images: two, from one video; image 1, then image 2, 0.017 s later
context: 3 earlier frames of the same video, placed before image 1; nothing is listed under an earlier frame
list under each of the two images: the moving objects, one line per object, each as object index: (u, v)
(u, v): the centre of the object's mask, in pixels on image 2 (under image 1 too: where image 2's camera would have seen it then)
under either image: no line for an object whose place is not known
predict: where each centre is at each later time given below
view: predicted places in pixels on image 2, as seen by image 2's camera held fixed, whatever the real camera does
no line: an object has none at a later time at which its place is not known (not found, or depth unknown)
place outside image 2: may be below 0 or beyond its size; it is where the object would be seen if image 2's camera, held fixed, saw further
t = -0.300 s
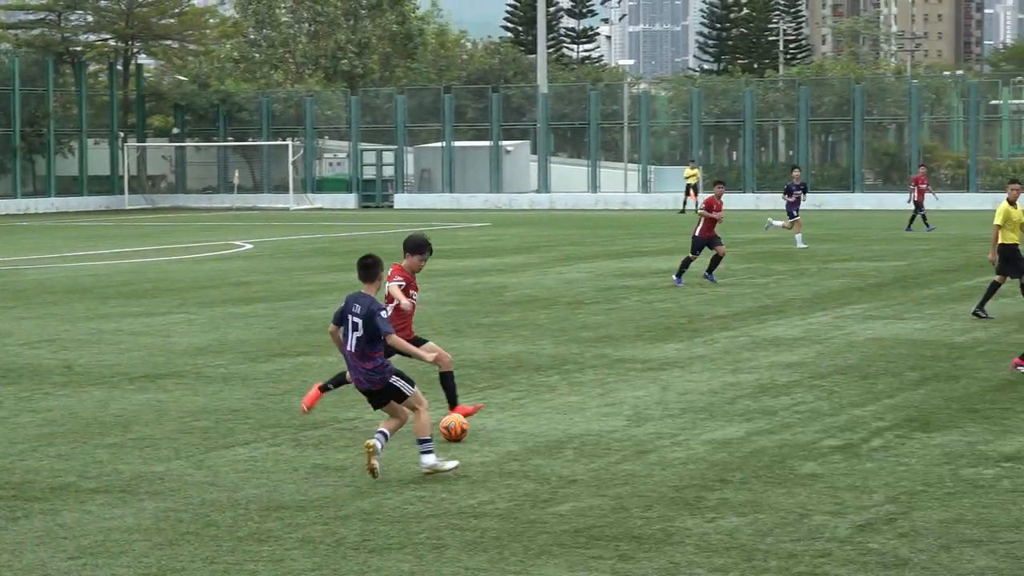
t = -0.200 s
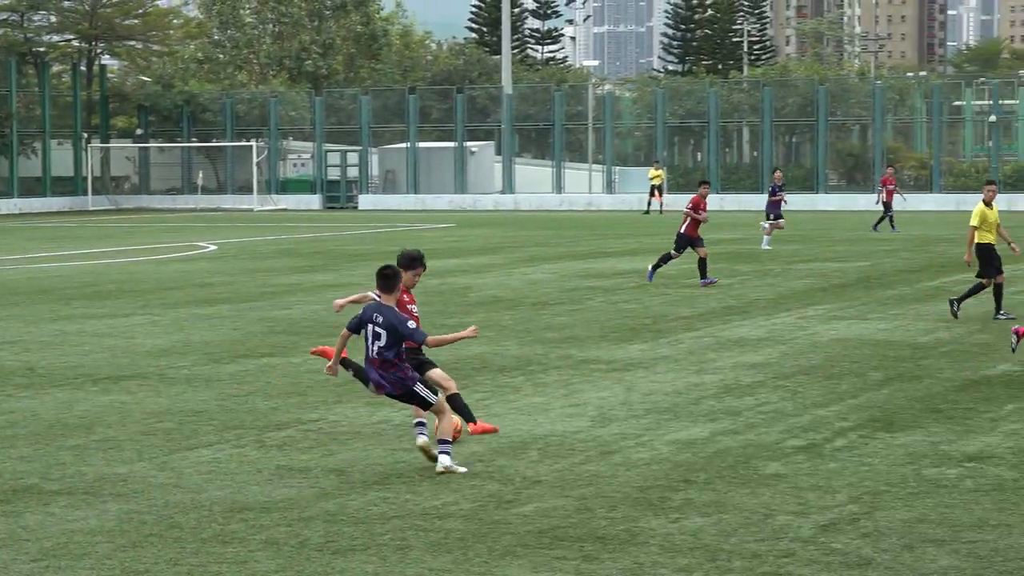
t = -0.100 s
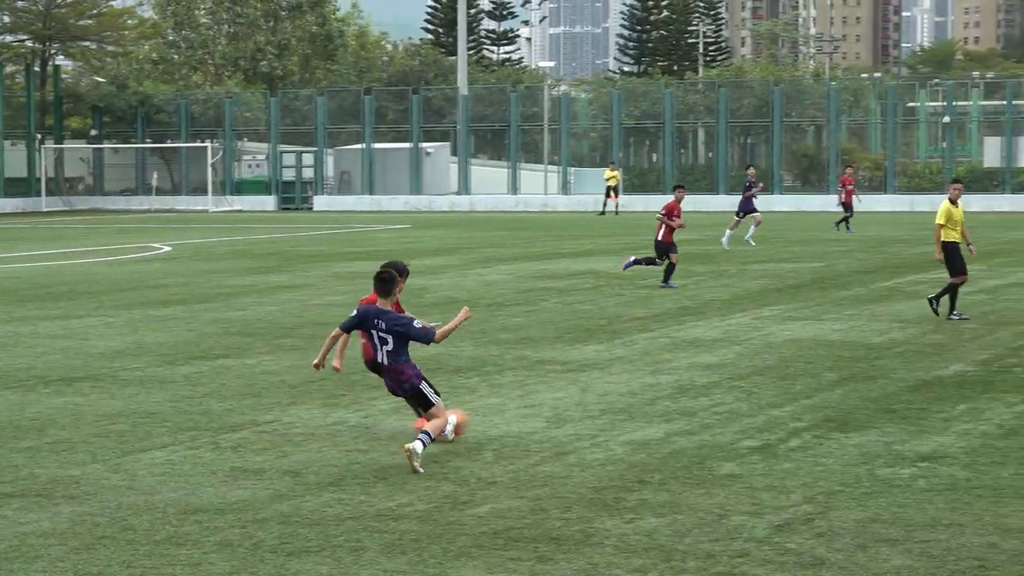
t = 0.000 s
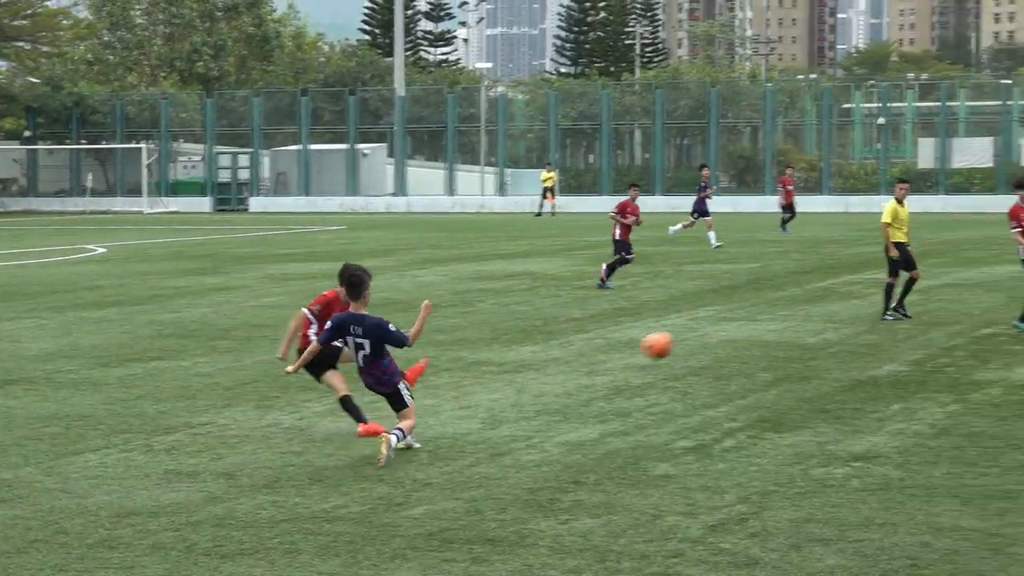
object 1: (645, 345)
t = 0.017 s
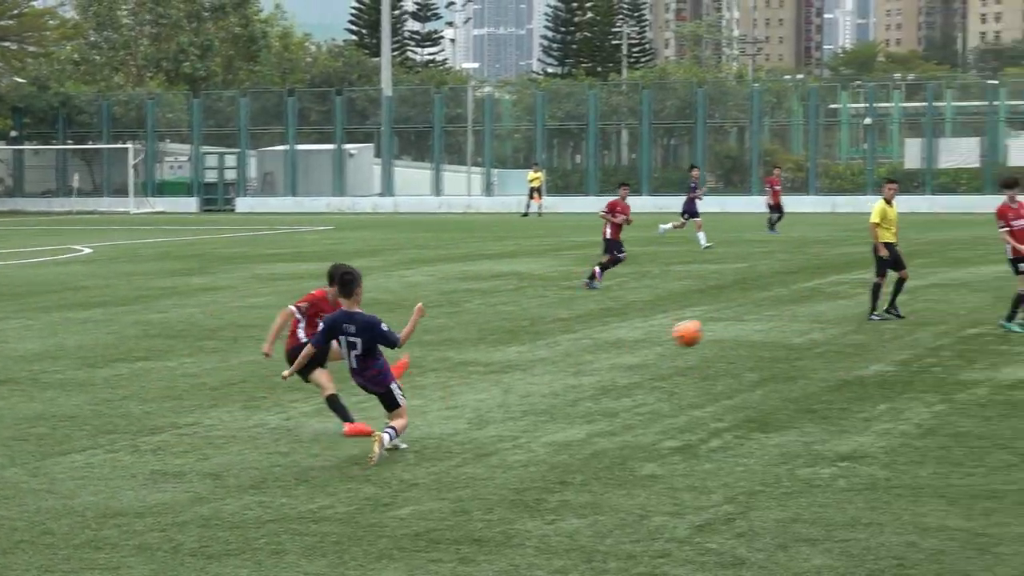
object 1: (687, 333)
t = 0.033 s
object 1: (727, 321)
